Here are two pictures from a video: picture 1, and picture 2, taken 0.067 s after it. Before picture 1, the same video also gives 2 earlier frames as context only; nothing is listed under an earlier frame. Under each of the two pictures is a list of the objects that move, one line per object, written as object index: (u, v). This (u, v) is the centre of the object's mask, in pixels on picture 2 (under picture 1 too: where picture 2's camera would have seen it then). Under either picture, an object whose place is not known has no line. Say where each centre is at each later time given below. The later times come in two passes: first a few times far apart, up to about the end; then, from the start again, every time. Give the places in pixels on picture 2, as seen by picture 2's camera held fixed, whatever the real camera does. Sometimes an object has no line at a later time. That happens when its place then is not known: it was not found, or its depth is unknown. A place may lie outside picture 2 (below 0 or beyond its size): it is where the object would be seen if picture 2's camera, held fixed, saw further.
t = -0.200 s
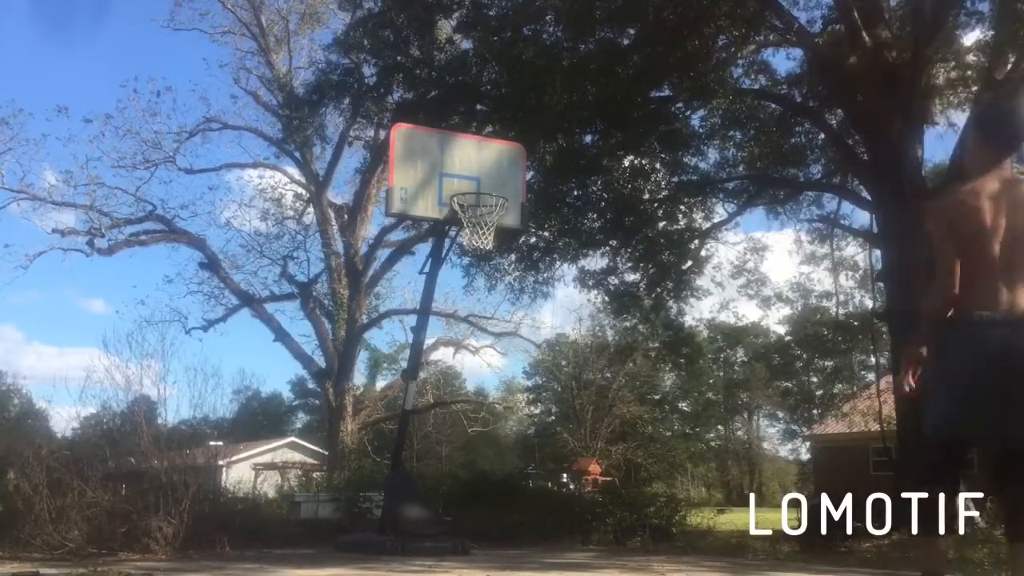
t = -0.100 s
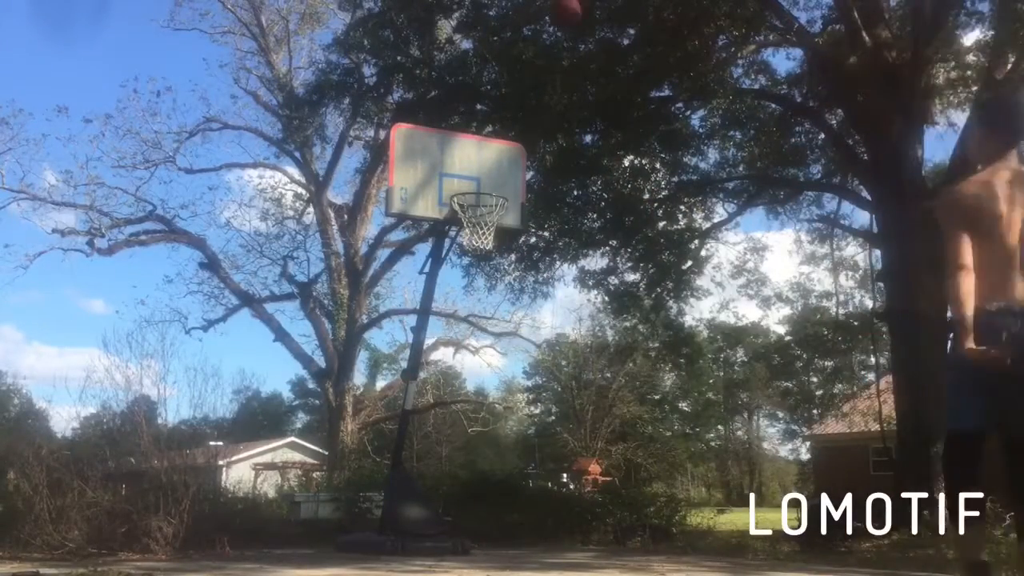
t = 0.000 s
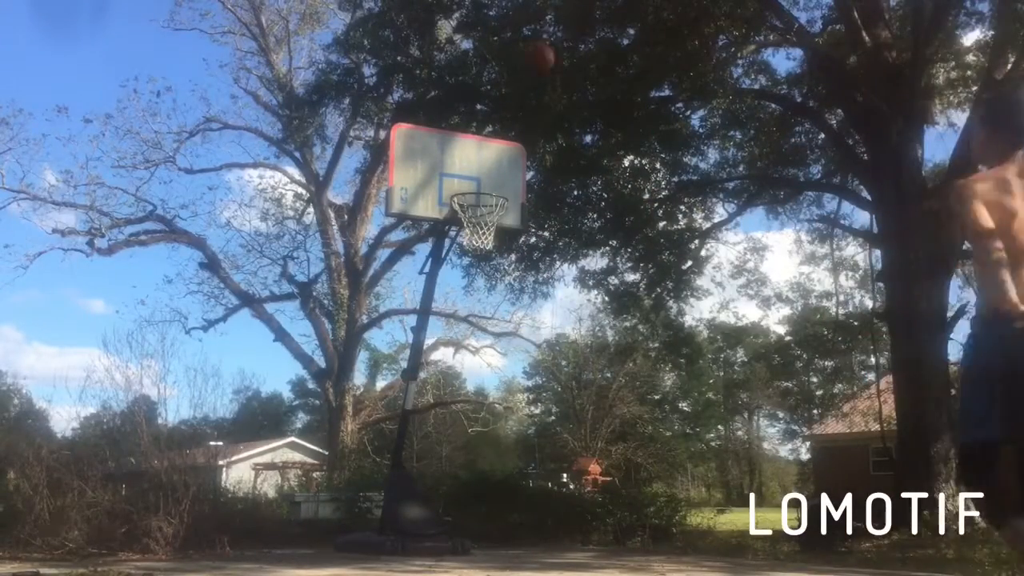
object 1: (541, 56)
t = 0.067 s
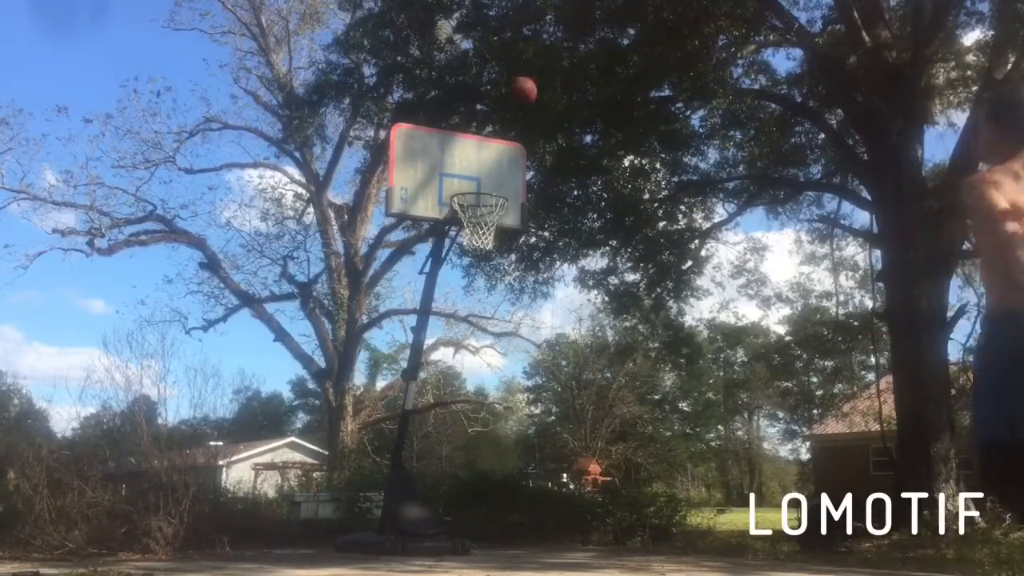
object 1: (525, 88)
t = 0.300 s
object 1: (474, 219)
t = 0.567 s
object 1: (445, 320)
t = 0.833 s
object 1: (416, 509)
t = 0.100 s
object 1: (516, 107)
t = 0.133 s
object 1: (508, 128)
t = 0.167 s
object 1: (498, 148)
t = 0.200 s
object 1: (491, 168)
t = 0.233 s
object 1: (484, 189)
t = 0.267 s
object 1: (478, 208)
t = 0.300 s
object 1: (474, 219)
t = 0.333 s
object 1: (470, 230)
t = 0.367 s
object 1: (466, 239)
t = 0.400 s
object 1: (462, 249)
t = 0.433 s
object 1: (459, 261)
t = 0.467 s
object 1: (455, 274)
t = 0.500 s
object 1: (451, 288)
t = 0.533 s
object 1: (448, 303)
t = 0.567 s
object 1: (445, 320)
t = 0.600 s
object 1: (441, 339)
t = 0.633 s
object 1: (437, 357)
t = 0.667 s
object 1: (434, 379)
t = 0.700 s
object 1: (431, 403)
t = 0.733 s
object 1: (424, 429)
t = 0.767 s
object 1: (422, 455)
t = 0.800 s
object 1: (426, 485)
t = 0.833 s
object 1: (416, 509)
